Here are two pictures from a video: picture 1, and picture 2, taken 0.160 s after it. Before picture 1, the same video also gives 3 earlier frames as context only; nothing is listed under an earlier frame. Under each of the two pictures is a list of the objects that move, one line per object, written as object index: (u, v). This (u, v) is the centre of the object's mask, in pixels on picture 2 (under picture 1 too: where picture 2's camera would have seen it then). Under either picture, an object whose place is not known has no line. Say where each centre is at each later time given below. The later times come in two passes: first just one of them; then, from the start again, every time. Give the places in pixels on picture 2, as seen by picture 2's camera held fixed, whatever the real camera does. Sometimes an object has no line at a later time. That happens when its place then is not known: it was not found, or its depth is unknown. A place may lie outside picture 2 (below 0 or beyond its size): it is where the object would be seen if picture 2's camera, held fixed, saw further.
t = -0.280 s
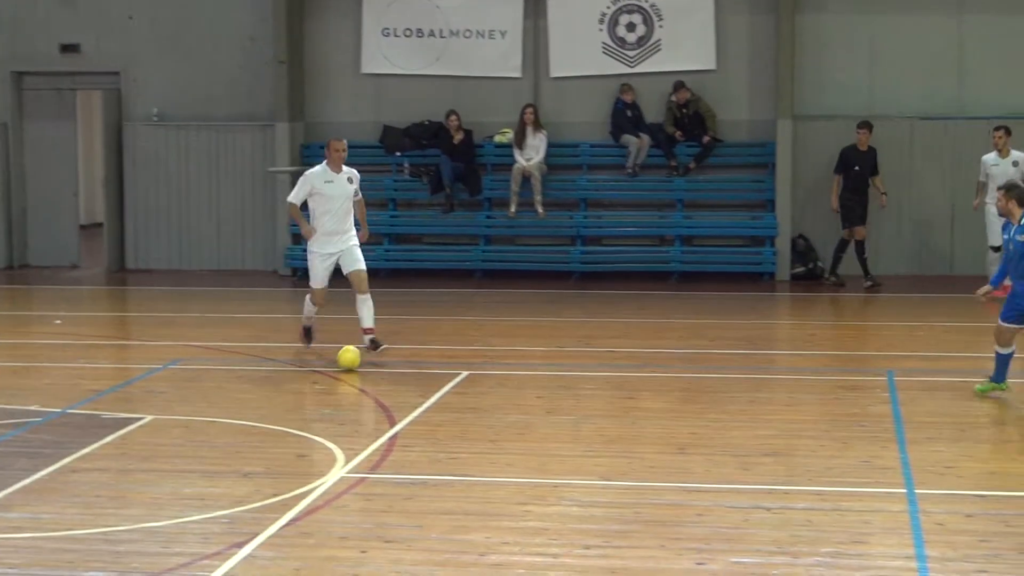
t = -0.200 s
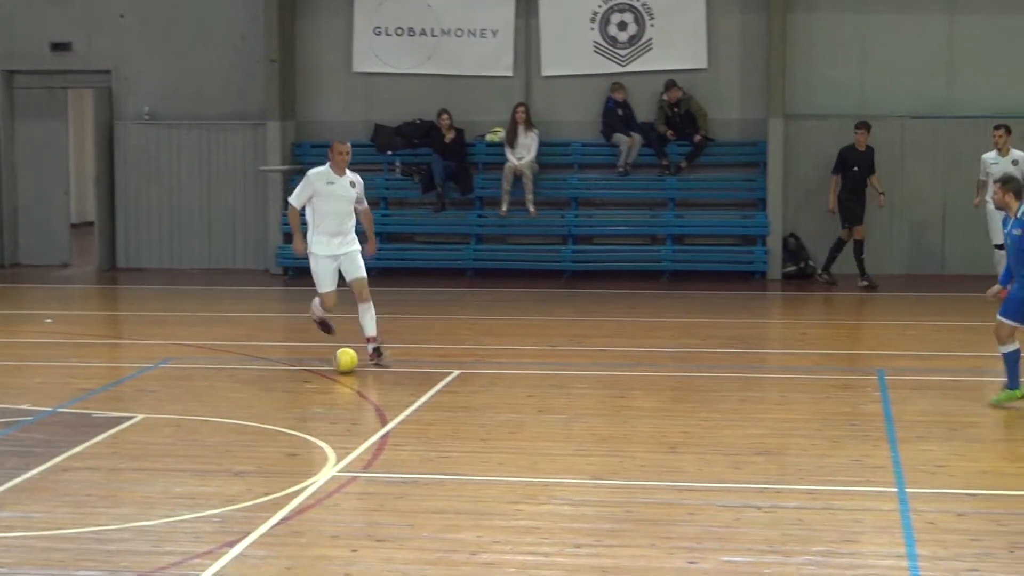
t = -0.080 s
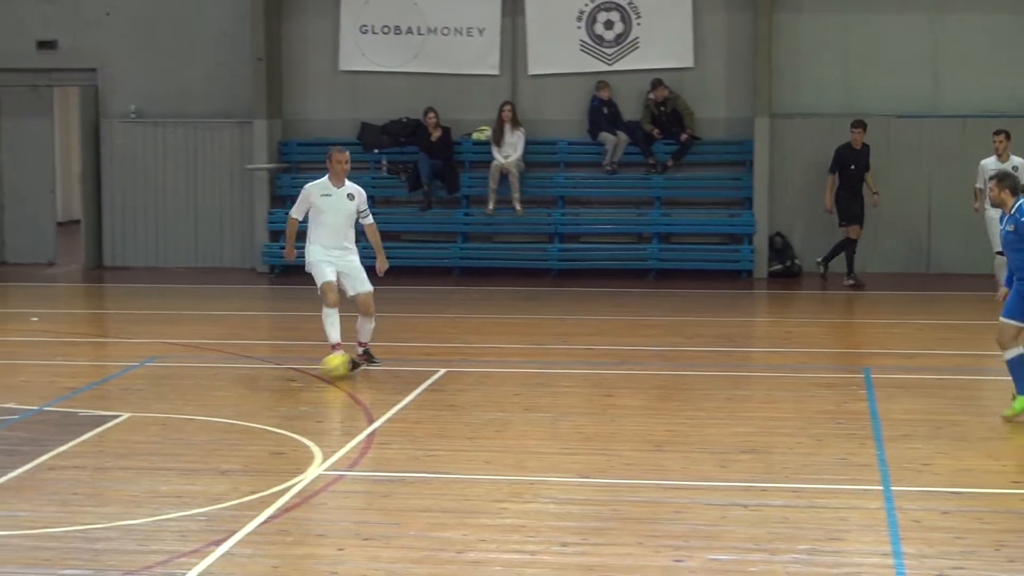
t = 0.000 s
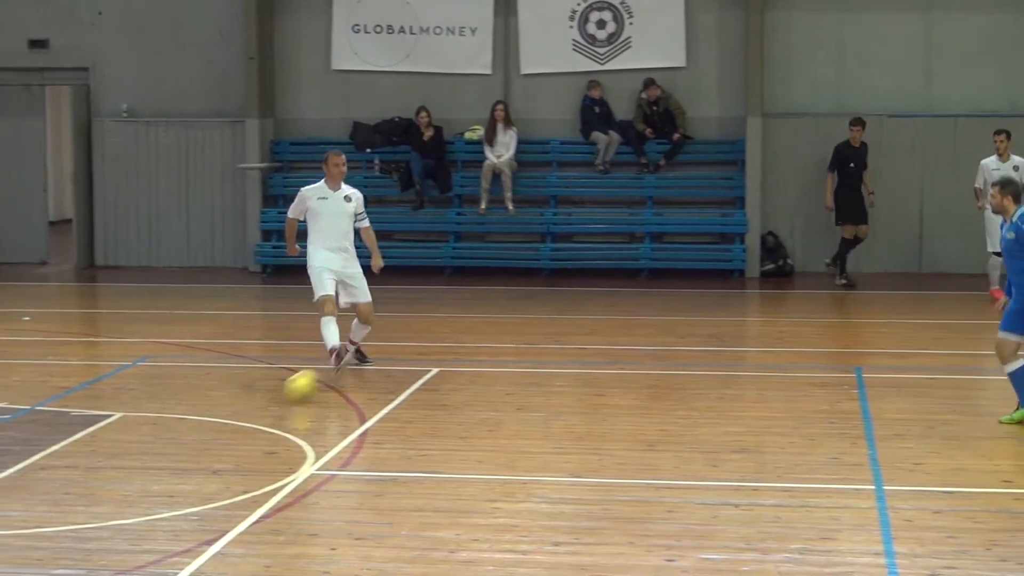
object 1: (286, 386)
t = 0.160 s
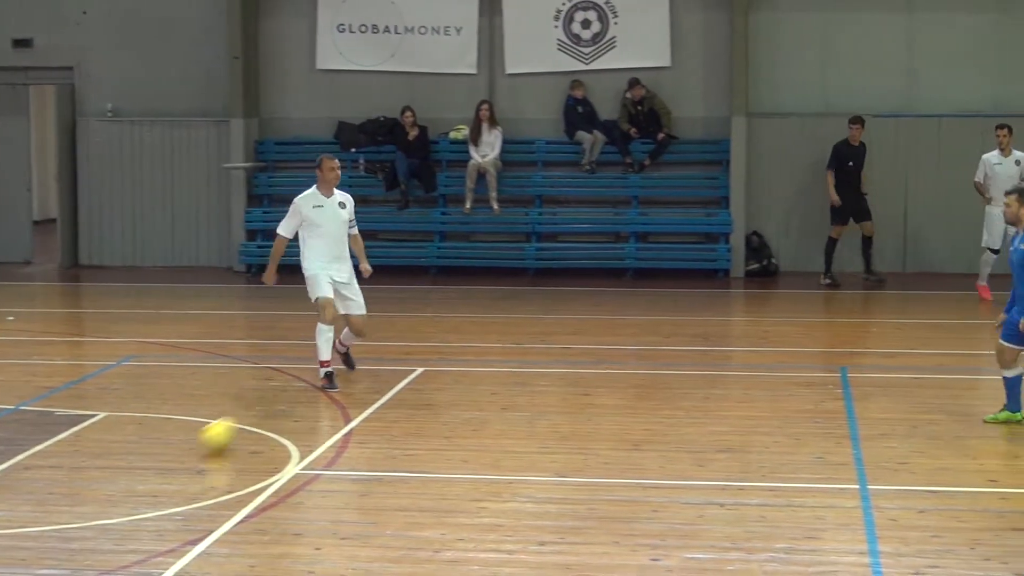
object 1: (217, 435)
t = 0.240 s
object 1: (179, 463)
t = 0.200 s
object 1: (198, 449)
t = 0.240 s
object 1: (179, 463)
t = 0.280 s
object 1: (157, 478)
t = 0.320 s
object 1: (133, 496)
